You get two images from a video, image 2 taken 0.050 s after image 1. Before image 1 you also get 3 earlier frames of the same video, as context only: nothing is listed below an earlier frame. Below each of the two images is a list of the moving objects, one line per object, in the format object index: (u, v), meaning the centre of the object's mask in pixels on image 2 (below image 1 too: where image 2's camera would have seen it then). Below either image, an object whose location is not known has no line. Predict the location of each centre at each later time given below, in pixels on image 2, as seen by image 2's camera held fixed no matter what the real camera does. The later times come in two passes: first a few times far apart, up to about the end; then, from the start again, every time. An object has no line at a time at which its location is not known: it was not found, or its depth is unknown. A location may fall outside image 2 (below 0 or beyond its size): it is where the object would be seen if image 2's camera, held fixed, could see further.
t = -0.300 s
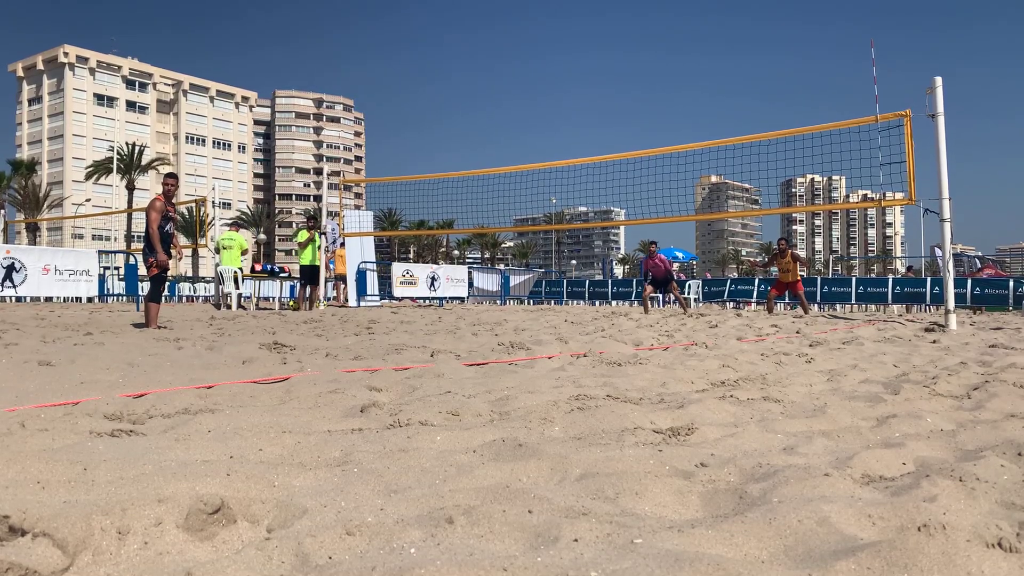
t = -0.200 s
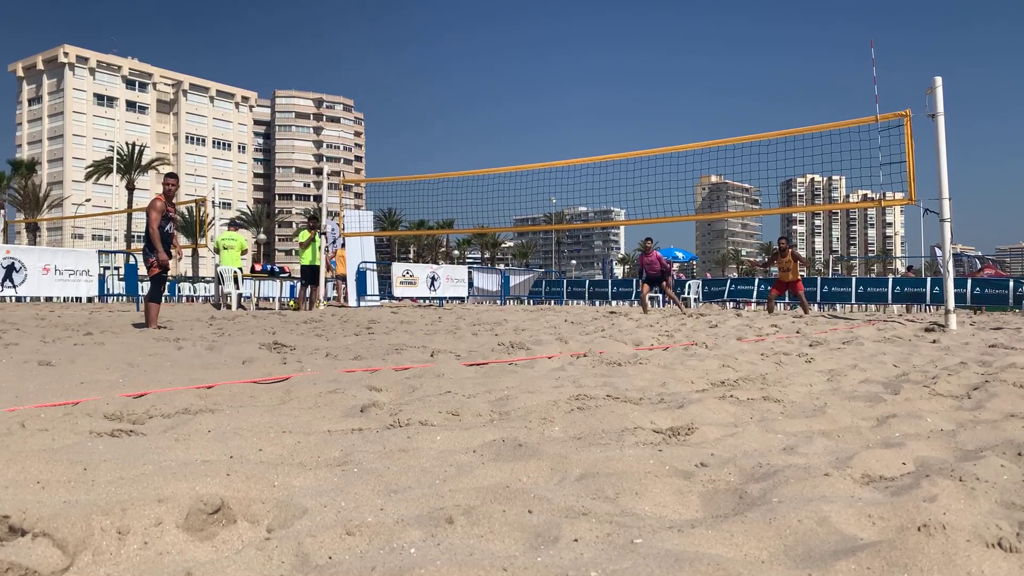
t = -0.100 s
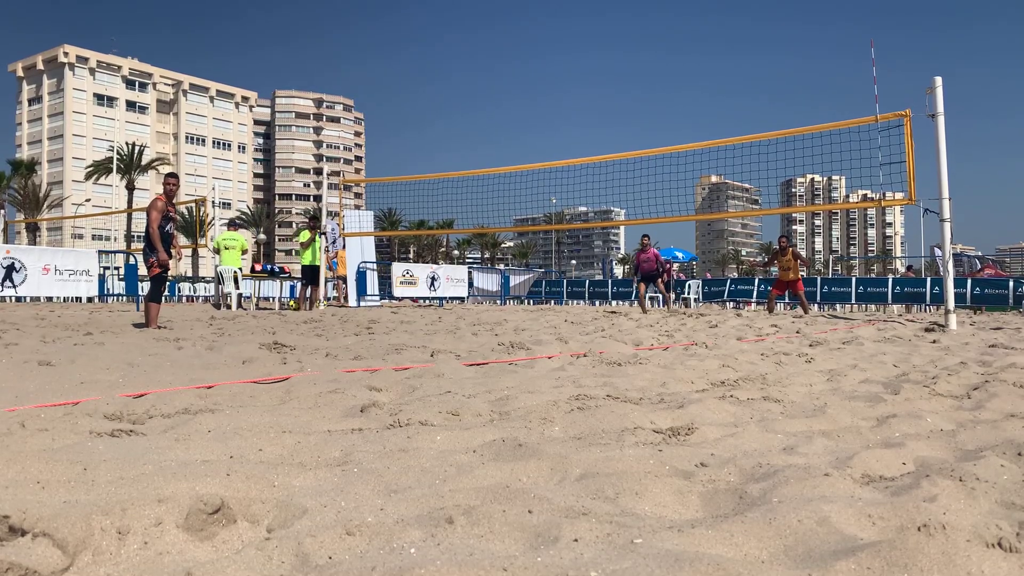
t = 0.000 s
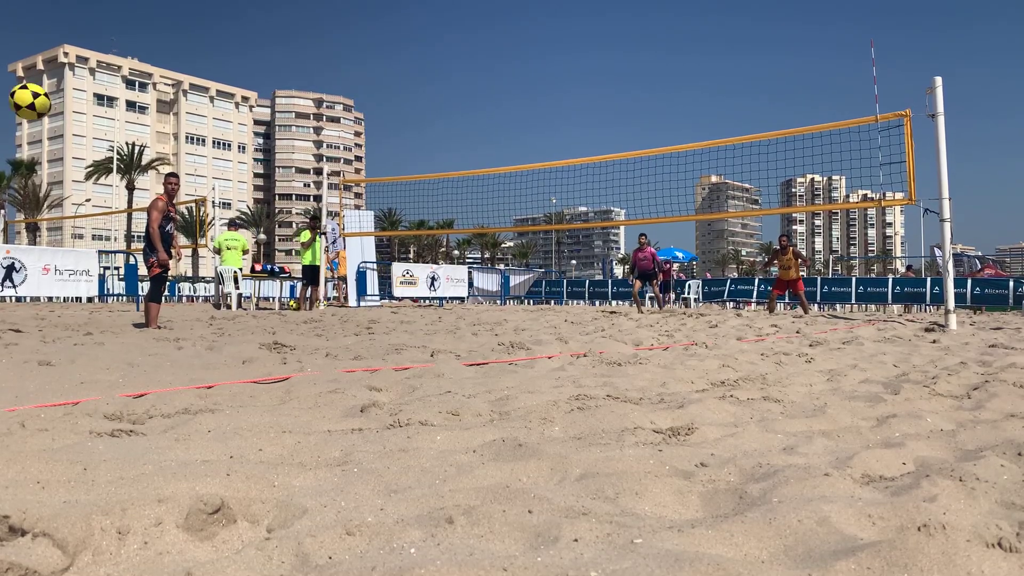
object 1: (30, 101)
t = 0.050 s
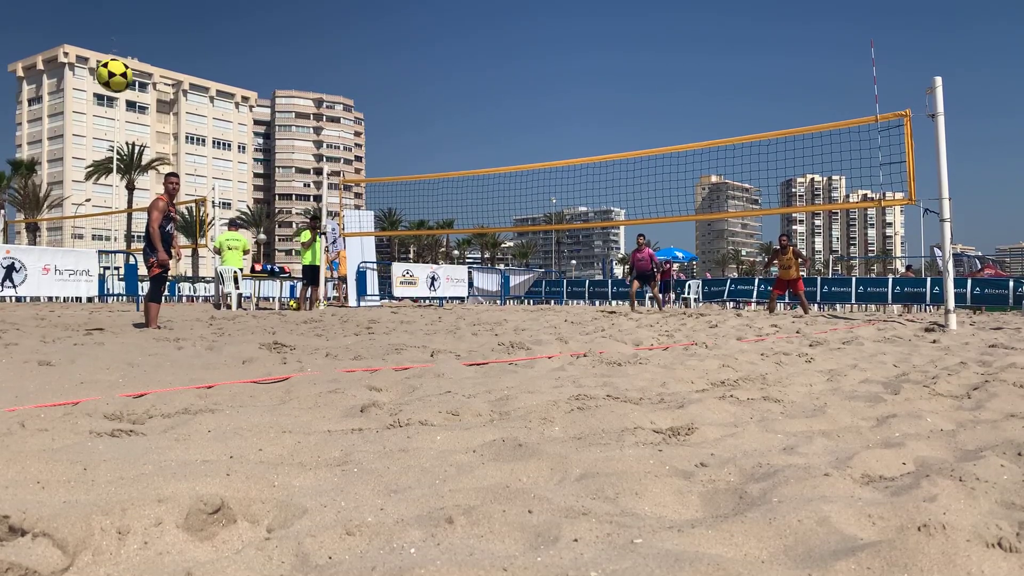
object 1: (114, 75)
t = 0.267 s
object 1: (344, 32)
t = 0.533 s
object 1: (486, 57)
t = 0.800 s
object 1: (559, 118)
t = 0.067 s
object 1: (139, 69)
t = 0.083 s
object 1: (162, 62)
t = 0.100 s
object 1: (183, 57)
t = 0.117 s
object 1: (204, 52)
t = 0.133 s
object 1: (223, 48)
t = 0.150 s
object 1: (241, 44)
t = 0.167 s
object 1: (258, 41)
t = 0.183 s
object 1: (275, 39)
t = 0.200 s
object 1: (290, 36)
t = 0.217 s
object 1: (304, 35)
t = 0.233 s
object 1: (319, 33)
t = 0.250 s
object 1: (332, 32)
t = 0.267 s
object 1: (344, 32)
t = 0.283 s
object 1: (357, 32)
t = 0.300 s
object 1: (368, 32)
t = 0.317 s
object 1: (379, 32)
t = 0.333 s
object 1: (389, 33)
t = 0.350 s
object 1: (399, 34)
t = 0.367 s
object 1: (409, 35)
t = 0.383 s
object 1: (418, 36)
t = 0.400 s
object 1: (427, 38)
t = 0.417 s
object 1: (435, 40)
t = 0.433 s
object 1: (444, 42)
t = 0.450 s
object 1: (451, 44)
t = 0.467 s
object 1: (459, 46)
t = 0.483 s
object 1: (466, 48)
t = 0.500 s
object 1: (473, 51)
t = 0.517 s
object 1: (480, 53)
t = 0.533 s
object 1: (486, 57)
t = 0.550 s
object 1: (492, 60)
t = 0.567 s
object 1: (497, 63)
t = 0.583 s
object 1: (503, 66)
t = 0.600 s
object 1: (508, 70)
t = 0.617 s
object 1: (513, 73)
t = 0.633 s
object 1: (518, 77)
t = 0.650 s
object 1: (523, 81)
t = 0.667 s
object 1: (528, 85)
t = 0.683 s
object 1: (532, 88)
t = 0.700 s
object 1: (536, 92)
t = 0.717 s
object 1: (540, 97)
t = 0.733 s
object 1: (544, 101)
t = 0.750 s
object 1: (548, 105)
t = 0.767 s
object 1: (552, 109)
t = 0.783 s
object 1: (556, 114)
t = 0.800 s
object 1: (559, 118)
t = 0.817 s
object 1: (562, 123)
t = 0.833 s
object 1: (565, 128)
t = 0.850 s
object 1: (569, 132)
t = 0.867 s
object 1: (572, 137)
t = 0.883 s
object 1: (574, 142)
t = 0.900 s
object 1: (578, 147)
